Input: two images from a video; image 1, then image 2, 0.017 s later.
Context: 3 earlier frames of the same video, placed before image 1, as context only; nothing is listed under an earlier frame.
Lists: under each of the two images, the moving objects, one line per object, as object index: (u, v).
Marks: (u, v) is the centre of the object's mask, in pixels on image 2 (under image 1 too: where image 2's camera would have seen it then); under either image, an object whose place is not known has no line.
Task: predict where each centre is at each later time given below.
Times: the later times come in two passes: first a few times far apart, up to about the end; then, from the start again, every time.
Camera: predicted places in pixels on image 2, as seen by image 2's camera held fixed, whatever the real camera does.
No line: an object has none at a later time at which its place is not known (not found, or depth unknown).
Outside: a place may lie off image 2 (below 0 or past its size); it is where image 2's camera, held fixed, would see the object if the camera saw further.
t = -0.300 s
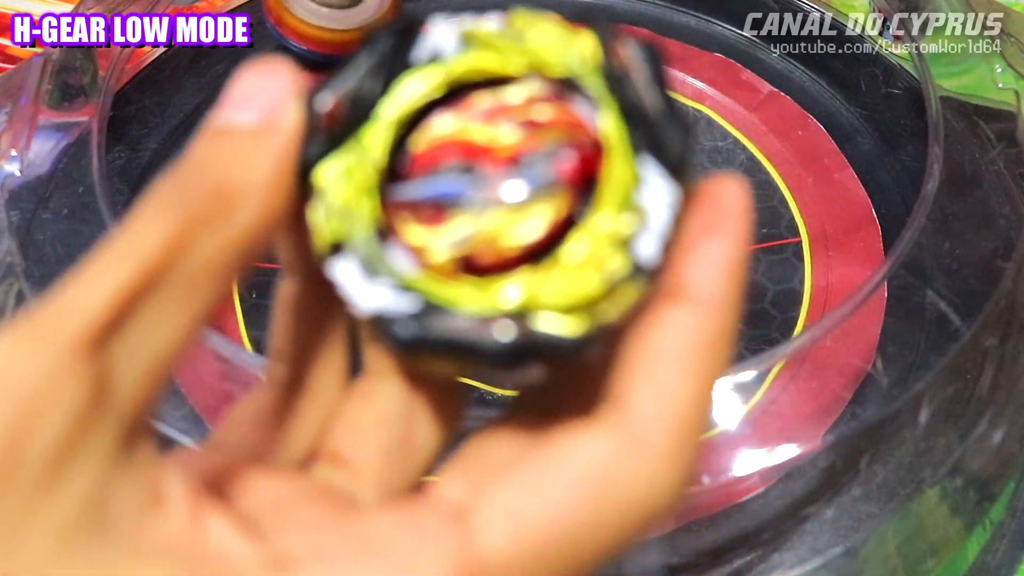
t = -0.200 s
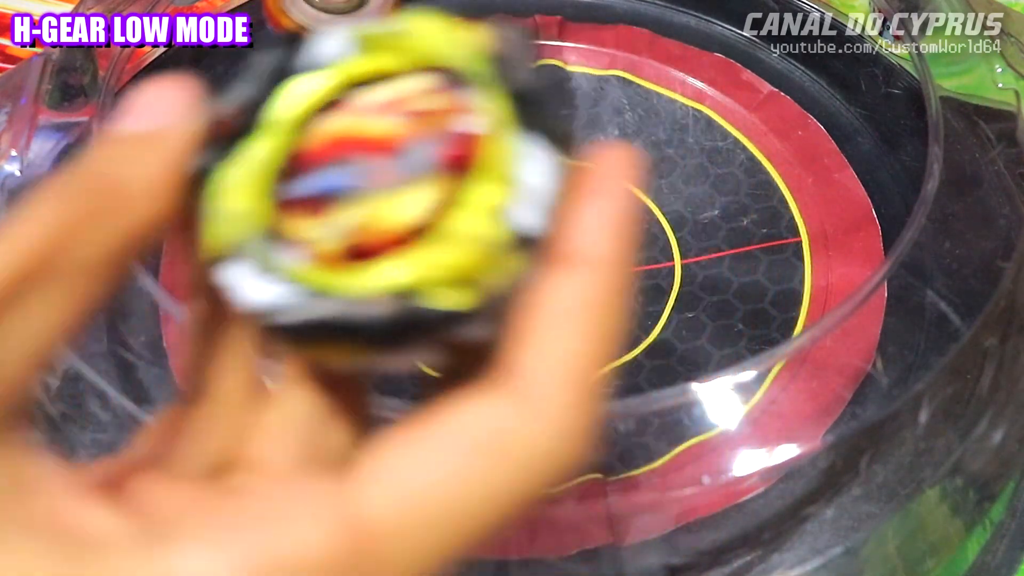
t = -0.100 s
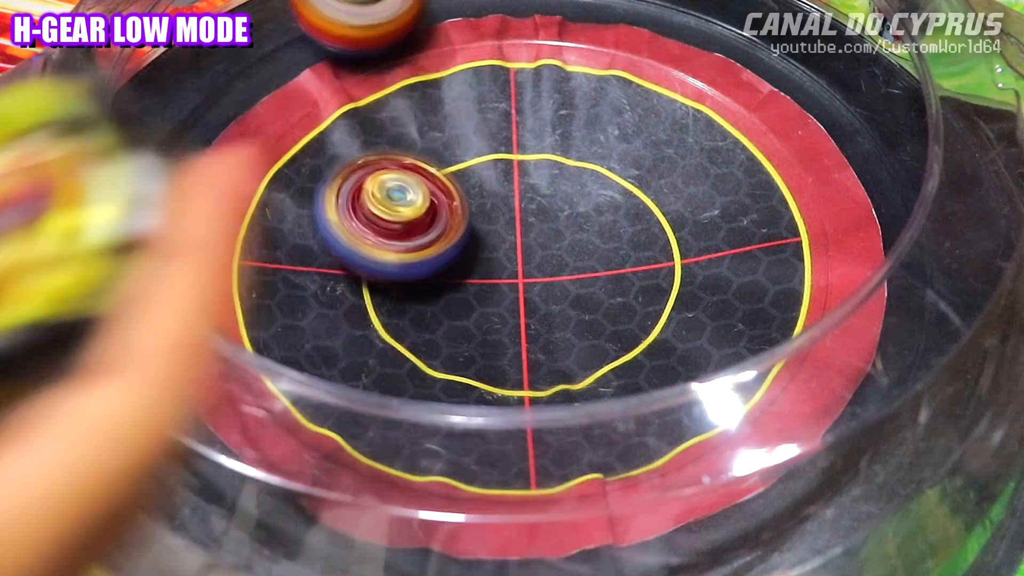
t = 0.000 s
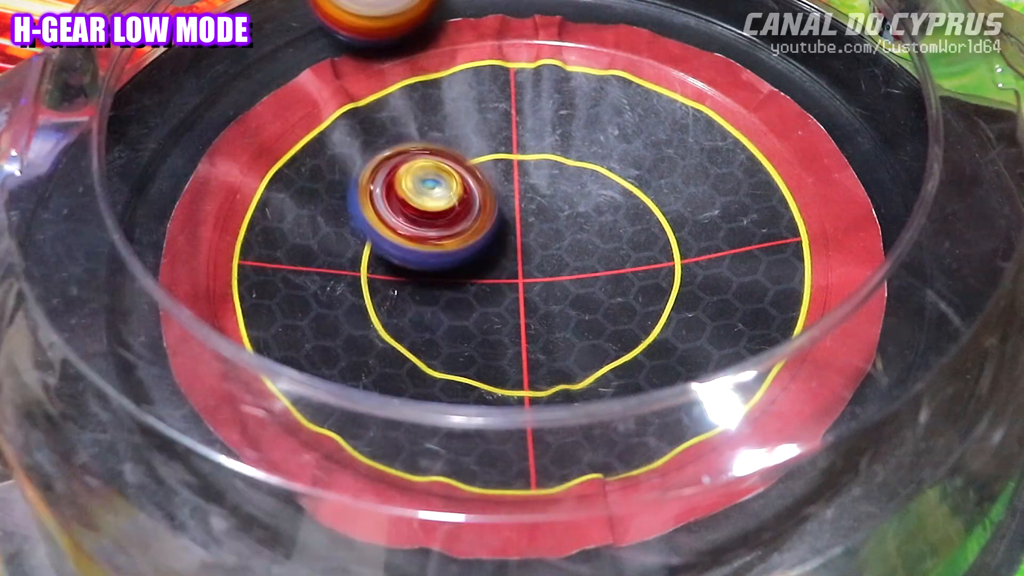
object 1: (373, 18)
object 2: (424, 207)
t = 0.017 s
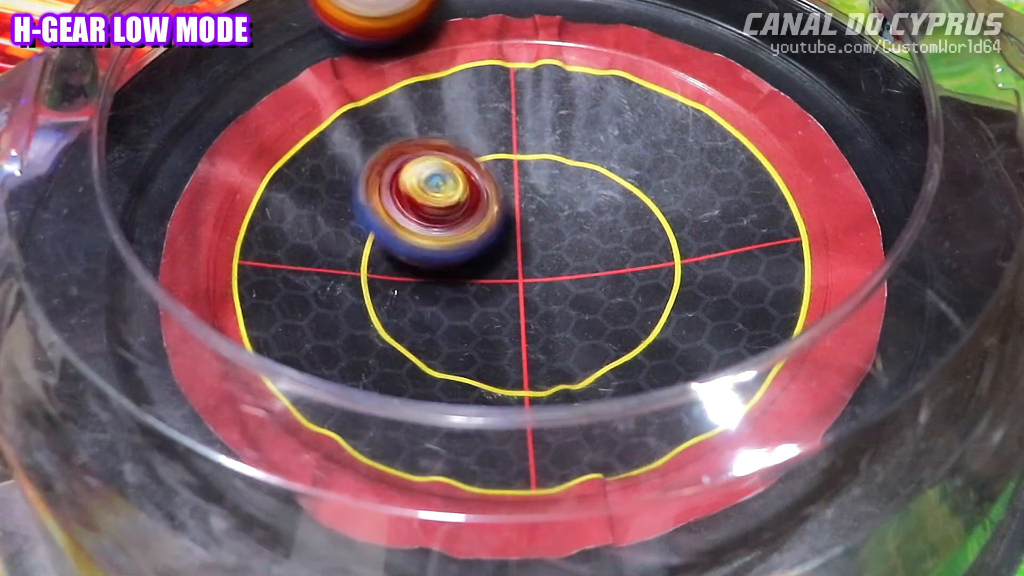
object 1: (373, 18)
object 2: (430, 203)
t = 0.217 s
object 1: (390, 18)
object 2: (494, 163)
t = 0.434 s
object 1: (511, 12)
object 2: (514, 151)
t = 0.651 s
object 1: (578, 11)
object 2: (564, 214)
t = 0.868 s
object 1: (678, 22)
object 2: (641, 215)
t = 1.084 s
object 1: (747, 36)
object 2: (568, 235)
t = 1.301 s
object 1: (819, 64)
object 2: (510, 305)
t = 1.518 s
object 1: (871, 126)
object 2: (543, 312)
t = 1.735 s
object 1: (908, 201)
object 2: (486, 238)
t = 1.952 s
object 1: (908, 287)
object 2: (397, 219)
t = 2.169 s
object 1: (876, 371)
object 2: (461, 248)
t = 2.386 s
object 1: (796, 449)
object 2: (549, 201)
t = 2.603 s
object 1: (675, 503)
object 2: (540, 150)
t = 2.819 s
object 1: (528, 515)
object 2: (520, 233)
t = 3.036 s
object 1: (384, 508)
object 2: (588, 281)
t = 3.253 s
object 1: (255, 470)
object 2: (592, 242)
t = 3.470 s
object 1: (174, 400)
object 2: (482, 248)
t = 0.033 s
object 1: (373, 18)
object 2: (439, 202)
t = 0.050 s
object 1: (373, 18)
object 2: (443, 200)
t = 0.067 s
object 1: (373, 18)
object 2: (450, 195)
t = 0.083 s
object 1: (373, 18)
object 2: (457, 195)
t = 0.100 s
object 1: (373, 18)
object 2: (461, 189)
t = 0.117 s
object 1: (374, 18)
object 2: (471, 186)
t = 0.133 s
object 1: (375, 18)
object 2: (473, 183)
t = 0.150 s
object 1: (376, 18)
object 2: (480, 177)
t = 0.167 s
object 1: (377, 18)
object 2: (485, 176)
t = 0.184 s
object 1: (379, 18)
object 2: (486, 170)
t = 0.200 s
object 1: (384, 18)
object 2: (493, 165)
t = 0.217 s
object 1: (390, 18)
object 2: (494, 163)
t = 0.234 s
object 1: (397, 17)
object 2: (497, 156)
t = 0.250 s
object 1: (406, 16)
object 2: (500, 155)
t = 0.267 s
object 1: (415, 16)
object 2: (498, 152)
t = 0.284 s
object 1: (424, 16)
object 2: (502, 147)
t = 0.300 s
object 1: (434, 14)
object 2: (502, 147)
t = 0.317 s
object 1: (444, 14)
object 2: (503, 143)
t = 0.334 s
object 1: (454, 13)
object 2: (508, 142)
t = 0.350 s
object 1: (463, 13)
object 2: (507, 143)
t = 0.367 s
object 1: (473, 12)
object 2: (510, 141)
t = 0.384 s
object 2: (513, 145)
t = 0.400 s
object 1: (492, 12)
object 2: (511, 145)
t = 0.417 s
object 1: (502, 12)
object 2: (515, 146)
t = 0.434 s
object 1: (511, 12)
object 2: (514, 151)
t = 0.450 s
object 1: (520, 11)
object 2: (513, 151)
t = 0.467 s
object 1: (530, 11)
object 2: (517, 157)
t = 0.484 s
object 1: (539, 11)
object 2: (515, 161)
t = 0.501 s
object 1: (547, 11)
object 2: (519, 163)
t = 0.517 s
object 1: (555, 10)
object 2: (522, 173)
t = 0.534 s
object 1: (561, 10)
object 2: (522, 177)
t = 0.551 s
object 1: (564, 11)
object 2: (530, 183)
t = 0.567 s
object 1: (566, 10)
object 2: (531, 191)
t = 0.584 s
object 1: (567, 11)
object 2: (537, 193)
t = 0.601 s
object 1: (568, 11)
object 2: (544, 202)
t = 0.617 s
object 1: (571, 11)
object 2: (548, 206)
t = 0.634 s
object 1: (574, 12)
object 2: (557, 208)
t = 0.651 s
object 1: (578, 11)
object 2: (564, 214)
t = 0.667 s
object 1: (582, 12)
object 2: (569, 216)
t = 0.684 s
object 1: (589, 12)
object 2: (579, 219)
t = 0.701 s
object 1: (597, 13)
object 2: (584, 223)
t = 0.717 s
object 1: (604, 14)
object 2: (590, 221)
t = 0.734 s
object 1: (613, 14)
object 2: (600, 224)
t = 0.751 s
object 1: (621, 15)
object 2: (604, 224)
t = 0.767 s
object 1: (630, 15)
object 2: (615, 222)
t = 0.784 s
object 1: (638, 16)
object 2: (621, 224)
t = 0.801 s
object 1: (646, 17)
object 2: (626, 220)
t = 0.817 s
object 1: (655, 19)
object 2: (634, 219)
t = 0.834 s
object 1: (663, 20)
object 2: (635, 218)
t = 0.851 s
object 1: (671, 21)
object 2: (639, 214)
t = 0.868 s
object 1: (678, 22)
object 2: (641, 215)
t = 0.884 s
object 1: (685, 23)
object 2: (637, 214)
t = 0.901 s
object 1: (689, 24)
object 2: (639, 212)
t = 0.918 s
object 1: (696, 25)
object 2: (635, 214)
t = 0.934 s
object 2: (629, 213)
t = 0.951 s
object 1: (705, 27)
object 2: (629, 212)
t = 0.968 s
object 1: (709, 28)
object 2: (622, 214)
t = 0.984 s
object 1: (714, 28)
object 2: (614, 214)
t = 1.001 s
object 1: (718, 29)
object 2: (609, 217)
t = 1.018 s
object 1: (722, 30)
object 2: (596, 221)
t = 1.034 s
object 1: (728, 31)
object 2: (591, 222)
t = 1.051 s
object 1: (734, 33)
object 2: (583, 228)
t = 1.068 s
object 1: (741, 35)
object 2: (573, 231)
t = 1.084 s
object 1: (747, 36)
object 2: (568, 235)
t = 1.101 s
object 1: (753, 38)
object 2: (559, 243)
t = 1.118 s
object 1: (761, 39)
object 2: (550, 246)
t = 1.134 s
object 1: (767, 41)
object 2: (548, 252)
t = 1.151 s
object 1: (773, 44)
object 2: (538, 258)
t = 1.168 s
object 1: (779, 46)
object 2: (534, 262)
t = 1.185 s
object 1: (784, 49)
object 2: (532, 269)
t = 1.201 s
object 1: (790, 51)
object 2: (522, 274)
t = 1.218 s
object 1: (795, 53)
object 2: (523, 279)
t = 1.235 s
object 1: (800, 55)
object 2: (518, 285)
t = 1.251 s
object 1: (805, 57)
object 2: (514, 290)
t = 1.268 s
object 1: (810, 59)
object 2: (516, 294)
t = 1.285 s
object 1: (814, 61)
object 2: (511, 301)
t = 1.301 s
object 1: (819, 64)
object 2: (510, 305)
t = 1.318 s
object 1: (824, 69)
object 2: (514, 310)
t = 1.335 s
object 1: (828, 72)
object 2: (512, 315)
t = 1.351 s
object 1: (833, 77)
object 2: (517, 319)
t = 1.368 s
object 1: (837, 85)
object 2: (521, 324)
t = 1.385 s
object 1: (841, 91)
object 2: (522, 326)
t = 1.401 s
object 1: (846, 94)
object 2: (530, 327)
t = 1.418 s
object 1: (850, 98)
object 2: (533, 329)
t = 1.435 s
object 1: (853, 101)
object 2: (532, 328)
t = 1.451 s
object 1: (856, 105)
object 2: (538, 326)
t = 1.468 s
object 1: (859, 110)
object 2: (538, 325)
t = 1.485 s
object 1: (862, 117)
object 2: (539, 320)
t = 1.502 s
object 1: (865, 122)
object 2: (544, 316)
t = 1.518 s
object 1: (871, 126)
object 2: (543, 312)
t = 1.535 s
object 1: (875, 131)
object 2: (543, 304)
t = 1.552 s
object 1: (879, 136)
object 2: (545, 299)
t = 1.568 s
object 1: (882, 141)
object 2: (539, 292)
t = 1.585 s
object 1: (886, 146)
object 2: (538, 284)
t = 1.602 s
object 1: (890, 151)
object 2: (536, 279)
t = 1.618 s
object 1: (893, 158)
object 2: (527, 272)
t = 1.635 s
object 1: (897, 164)
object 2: (524, 267)
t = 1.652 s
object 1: (898, 170)
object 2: (519, 262)
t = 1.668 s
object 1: (901, 177)
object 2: (509, 256)
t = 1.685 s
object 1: (904, 183)
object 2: (507, 251)
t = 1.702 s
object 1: (904, 190)
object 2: (498, 247)
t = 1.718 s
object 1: (906, 196)
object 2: (489, 242)
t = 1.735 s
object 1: (908, 201)
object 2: (486, 238)
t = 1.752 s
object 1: (909, 208)
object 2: (478, 236)
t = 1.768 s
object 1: (910, 214)
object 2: (469, 231)
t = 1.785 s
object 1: (911, 220)
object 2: (466, 229)
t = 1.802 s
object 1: (912, 227)
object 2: (456, 227)
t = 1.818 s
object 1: (913, 234)
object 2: (449, 222)
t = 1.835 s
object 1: (913, 241)
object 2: (445, 222)
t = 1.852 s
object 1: (913, 248)
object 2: (435, 220)
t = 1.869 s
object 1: (913, 254)
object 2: (429, 216)
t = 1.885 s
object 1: (913, 261)
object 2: (423, 218)
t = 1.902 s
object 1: (913, 267)
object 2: (413, 216)
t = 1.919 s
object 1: (912, 273)
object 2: (409, 216)
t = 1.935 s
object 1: (909, 280)
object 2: (404, 220)
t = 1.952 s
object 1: (908, 287)
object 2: (397, 219)
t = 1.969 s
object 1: (908, 293)
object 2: (397, 222)
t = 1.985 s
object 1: (906, 300)
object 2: (394, 227)
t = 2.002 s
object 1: (904, 305)
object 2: (391, 227)
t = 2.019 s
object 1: (902, 312)
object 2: (396, 230)
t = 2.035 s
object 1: (901, 320)
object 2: (396, 234)
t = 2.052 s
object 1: (899, 326)
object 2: (399, 235)
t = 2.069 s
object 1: (897, 332)
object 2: (408, 240)
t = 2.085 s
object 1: (894, 339)
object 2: (413, 244)
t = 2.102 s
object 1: (890, 346)
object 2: (421, 245)
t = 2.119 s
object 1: (887, 352)
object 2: (433, 248)
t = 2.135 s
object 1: (883, 358)
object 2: (440, 250)
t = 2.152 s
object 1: (879, 364)
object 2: (450, 247)
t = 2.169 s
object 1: (876, 371)
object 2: (461, 248)
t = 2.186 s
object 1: (870, 378)
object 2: (468, 247)
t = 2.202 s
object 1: (864, 385)
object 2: (478, 242)
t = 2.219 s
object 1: (860, 392)
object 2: (489, 242)
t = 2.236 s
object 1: (855, 398)
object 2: (494, 240)
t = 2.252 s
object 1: (850, 404)
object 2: (503, 234)
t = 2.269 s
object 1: (844, 411)
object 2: (513, 233)
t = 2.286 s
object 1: (843, 418)
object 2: (517, 229)
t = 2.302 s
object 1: (839, 424)
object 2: (524, 223)
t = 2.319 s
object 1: (828, 430)
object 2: (532, 221)
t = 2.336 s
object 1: (829, 436)
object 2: (535, 216)
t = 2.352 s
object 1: (823, 441)
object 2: (542, 210)
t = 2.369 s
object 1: (803, 445)
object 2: (547, 207)
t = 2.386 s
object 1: (796, 449)
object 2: (549, 201)
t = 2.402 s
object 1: (789, 454)
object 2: (555, 194)
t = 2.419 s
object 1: (780, 459)
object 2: (558, 191)
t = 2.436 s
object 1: (773, 465)
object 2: (558, 186)
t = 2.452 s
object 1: (765, 469)
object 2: (562, 178)
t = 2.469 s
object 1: (757, 474)
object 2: (563, 176)
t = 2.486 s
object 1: (747, 479)
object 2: (560, 171)
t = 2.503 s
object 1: (738, 483)
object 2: (563, 164)
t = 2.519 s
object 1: (728, 487)
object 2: (561, 163)
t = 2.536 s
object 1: (716, 495)
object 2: (556, 158)
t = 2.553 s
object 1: (705, 498)
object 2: (556, 152)
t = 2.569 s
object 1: (698, 497)
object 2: (551, 153)
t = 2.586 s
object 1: (688, 499)
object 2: (543, 151)
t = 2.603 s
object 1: (675, 503)
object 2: (540, 150)
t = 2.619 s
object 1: (665, 504)
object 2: (534, 155)
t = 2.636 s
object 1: (653, 505)
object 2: (525, 158)
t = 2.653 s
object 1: (641, 507)
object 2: (523, 161)
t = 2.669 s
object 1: (631, 508)
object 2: (518, 171)
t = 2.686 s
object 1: (619, 510)
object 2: (513, 176)
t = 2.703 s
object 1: (609, 511)
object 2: (514, 181)
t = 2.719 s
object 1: (597, 512)
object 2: (512, 193)
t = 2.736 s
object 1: (585, 512)
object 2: (509, 198)
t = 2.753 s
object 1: (573, 513)
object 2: (513, 204)
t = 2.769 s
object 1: (562, 514)
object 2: (512, 214)
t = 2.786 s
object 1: (551, 515)
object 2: (513, 219)
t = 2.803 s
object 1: (541, 514)
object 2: (518, 224)
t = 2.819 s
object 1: (528, 515)
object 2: (520, 233)
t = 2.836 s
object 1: (518, 515)
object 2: (523, 238)
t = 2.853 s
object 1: (507, 516)
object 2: (529, 242)
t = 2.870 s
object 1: (495, 516)
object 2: (532, 250)
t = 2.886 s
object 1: (484, 516)
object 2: (535, 254)
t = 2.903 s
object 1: (473, 515)
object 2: (543, 257)
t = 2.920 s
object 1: (461, 515)
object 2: (546, 264)
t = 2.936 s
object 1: (450, 514)
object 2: (550, 267)
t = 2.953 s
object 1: (439, 514)
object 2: (559, 269)
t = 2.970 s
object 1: (428, 513)
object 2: (563, 275)
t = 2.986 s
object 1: (417, 512)
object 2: (567, 276)
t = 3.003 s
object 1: (406, 511)
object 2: (577, 277)
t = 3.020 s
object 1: (397, 510)
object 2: (582, 281)
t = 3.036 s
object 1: (384, 508)
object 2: (588, 281)
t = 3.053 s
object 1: (373, 507)
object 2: (598, 280)
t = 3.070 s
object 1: (364, 505)
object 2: (602, 282)
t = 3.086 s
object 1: (354, 503)
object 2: (605, 279)
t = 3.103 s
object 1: (341, 501)
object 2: (615, 277)
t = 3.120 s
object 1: (331, 499)
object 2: (618, 275)
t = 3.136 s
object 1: (321, 497)
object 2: (618, 270)
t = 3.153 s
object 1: (311, 494)
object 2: (624, 264)
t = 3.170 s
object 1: (301, 491)
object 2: (622, 262)
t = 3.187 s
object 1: (291, 487)
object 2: (616, 256)
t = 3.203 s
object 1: (282, 483)
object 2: (615, 251)
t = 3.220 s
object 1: (272, 478)
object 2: (609, 249)
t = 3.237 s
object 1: (263, 473)
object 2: (598, 245)
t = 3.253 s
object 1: (255, 470)
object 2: (592, 242)
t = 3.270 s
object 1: (247, 464)
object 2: (584, 242)
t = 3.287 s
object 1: (241, 459)
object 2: (572, 241)
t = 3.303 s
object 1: (232, 454)
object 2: (564, 239)
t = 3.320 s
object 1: (226, 449)
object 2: (557, 240)
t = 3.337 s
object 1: (220, 444)
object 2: (545, 240)
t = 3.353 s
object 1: (213, 439)
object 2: (538, 239)
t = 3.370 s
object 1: (207, 435)
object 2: (531, 241)
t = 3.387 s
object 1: (200, 430)
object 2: (518, 242)
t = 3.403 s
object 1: (193, 426)
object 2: (511, 242)
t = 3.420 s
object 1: (189, 420)
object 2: (505, 244)
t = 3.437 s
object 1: (185, 413)
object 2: (493, 246)
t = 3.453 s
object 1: (180, 407)
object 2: (486, 247)
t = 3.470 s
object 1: (174, 400)
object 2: (482, 248)
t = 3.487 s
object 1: (170, 394)
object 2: (471, 252)
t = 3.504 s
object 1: (166, 388)
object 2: (463, 252)
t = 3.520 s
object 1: (161, 380)
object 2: (460, 255)
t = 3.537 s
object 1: (157, 375)
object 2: (451, 258)
